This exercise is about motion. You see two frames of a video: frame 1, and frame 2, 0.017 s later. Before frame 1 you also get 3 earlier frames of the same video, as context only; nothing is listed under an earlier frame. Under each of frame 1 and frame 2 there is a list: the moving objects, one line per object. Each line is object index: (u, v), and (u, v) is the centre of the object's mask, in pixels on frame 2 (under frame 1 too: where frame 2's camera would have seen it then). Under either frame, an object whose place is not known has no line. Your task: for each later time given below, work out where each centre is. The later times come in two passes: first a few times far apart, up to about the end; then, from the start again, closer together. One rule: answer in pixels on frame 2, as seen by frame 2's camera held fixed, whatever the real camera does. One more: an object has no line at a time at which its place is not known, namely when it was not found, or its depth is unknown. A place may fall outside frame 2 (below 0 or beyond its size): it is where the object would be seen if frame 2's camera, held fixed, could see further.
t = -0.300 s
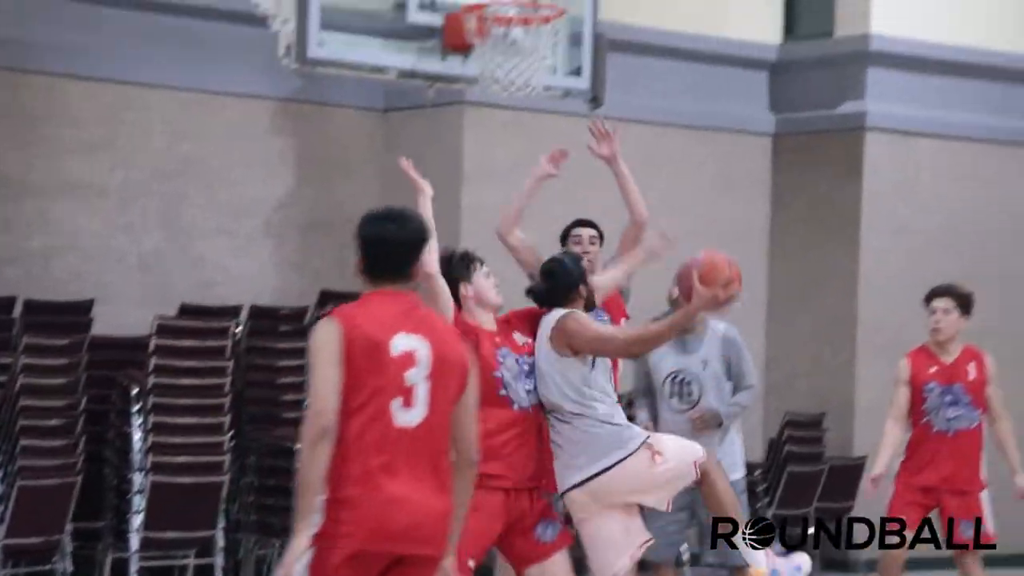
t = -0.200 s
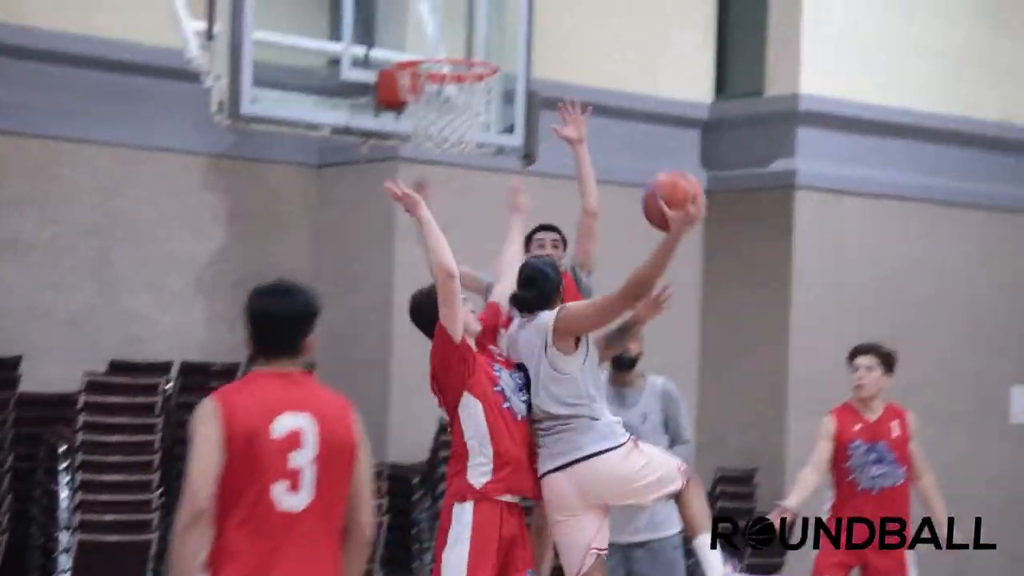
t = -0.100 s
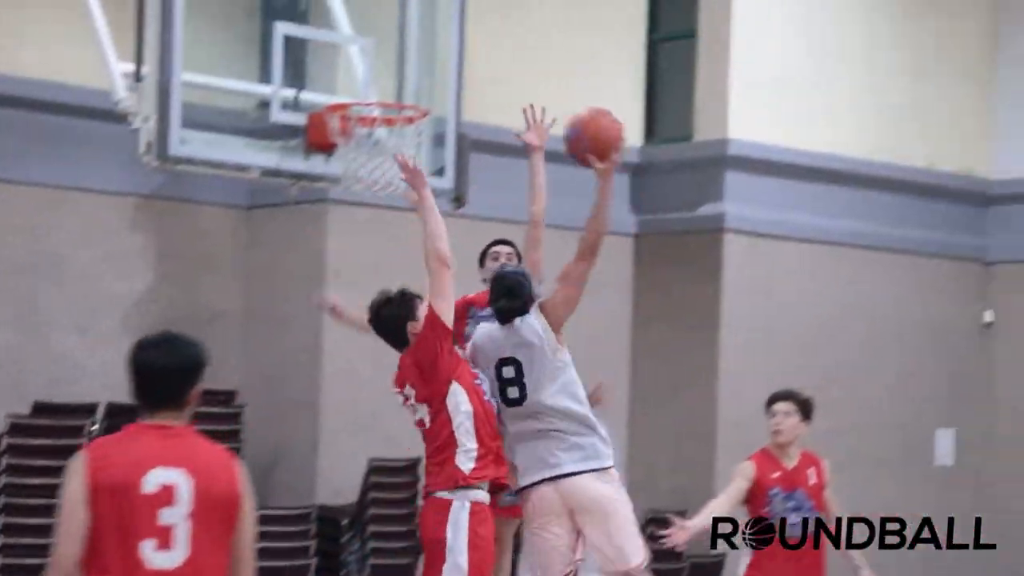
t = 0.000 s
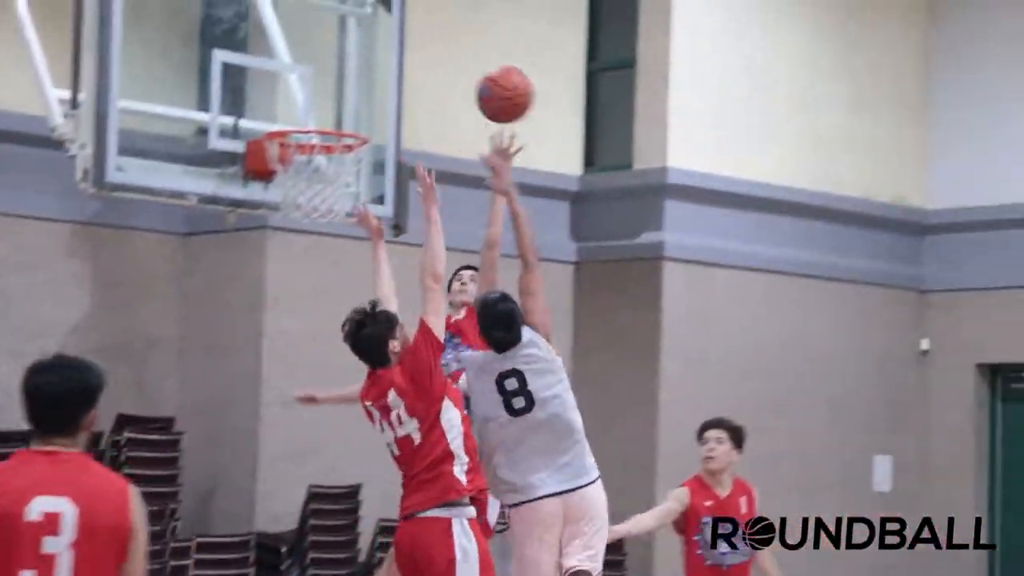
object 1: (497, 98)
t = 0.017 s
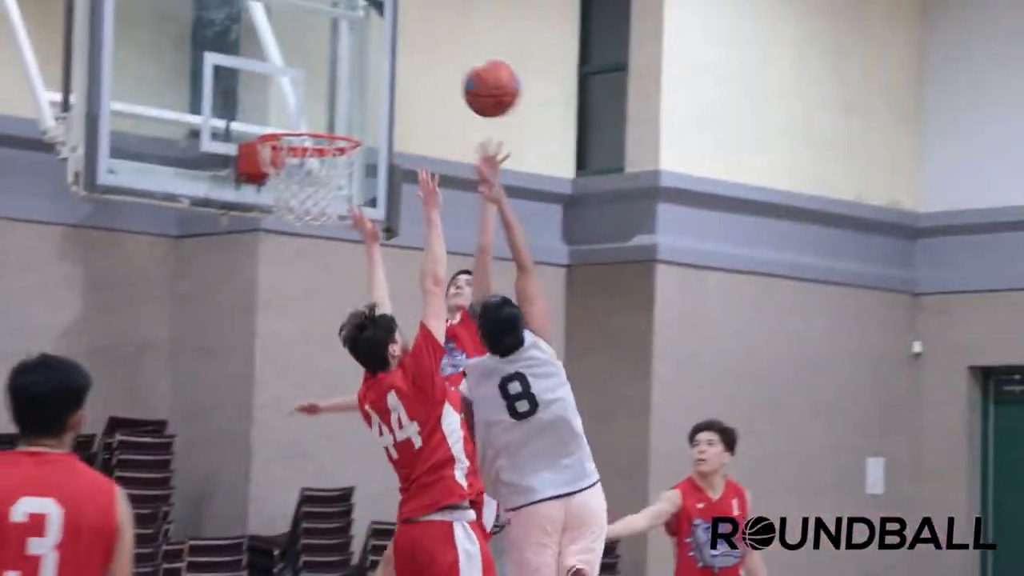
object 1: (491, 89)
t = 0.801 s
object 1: (298, 117)
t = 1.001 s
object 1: (315, 116)
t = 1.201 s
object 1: (328, 154)
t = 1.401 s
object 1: (314, 228)
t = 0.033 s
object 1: (486, 80)
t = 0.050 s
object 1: (481, 73)
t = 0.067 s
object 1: (477, 66)
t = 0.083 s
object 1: (471, 60)
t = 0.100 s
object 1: (466, 54)
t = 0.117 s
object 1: (461, 49)
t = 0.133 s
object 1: (456, 45)
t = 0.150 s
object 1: (451, 42)
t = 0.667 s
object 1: (316, 110)
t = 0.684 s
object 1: (312, 111)
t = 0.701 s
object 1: (307, 112)
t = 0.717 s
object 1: (304, 113)
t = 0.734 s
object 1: (300, 114)
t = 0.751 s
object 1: (295, 119)
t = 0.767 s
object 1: (295, 117)
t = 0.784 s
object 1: (297, 117)
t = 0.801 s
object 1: (298, 117)
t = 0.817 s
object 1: (300, 116)
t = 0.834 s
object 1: (301, 117)
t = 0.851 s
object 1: (303, 114)
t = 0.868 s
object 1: (304, 114)
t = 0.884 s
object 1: (305, 114)
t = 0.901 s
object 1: (307, 114)
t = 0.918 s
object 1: (309, 115)
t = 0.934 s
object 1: (310, 115)
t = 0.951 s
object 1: (312, 116)
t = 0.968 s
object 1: (313, 117)
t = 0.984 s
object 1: (314, 116)
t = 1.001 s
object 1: (315, 116)
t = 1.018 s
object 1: (316, 116)
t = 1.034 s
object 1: (318, 117)
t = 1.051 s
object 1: (319, 117)
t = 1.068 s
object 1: (321, 118)
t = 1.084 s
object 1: (322, 119)
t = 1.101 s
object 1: (323, 120)
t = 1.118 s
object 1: (325, 122)
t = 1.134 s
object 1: (326, 133)
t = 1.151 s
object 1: (326, 140)
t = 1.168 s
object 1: (329, 143)
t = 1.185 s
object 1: (327, 148)
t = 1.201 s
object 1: (328, 154)
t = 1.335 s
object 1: (321, 198)
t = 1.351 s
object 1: (320, 207)
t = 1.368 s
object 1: (318, 211)
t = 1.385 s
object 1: (316, 215)
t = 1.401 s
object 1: (314, 228)
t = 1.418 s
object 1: (312, 232)
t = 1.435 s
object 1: (310, 236)
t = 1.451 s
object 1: (307, 244)
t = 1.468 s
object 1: (305, 252)
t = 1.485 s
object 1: (302, 261)
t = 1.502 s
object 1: (300, 270)
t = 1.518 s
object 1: (298, 281)
